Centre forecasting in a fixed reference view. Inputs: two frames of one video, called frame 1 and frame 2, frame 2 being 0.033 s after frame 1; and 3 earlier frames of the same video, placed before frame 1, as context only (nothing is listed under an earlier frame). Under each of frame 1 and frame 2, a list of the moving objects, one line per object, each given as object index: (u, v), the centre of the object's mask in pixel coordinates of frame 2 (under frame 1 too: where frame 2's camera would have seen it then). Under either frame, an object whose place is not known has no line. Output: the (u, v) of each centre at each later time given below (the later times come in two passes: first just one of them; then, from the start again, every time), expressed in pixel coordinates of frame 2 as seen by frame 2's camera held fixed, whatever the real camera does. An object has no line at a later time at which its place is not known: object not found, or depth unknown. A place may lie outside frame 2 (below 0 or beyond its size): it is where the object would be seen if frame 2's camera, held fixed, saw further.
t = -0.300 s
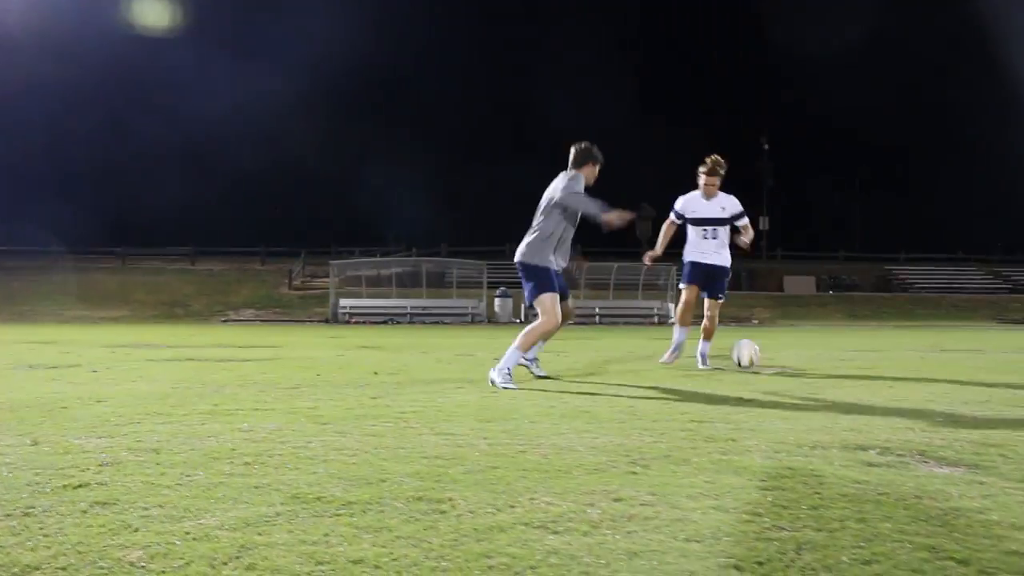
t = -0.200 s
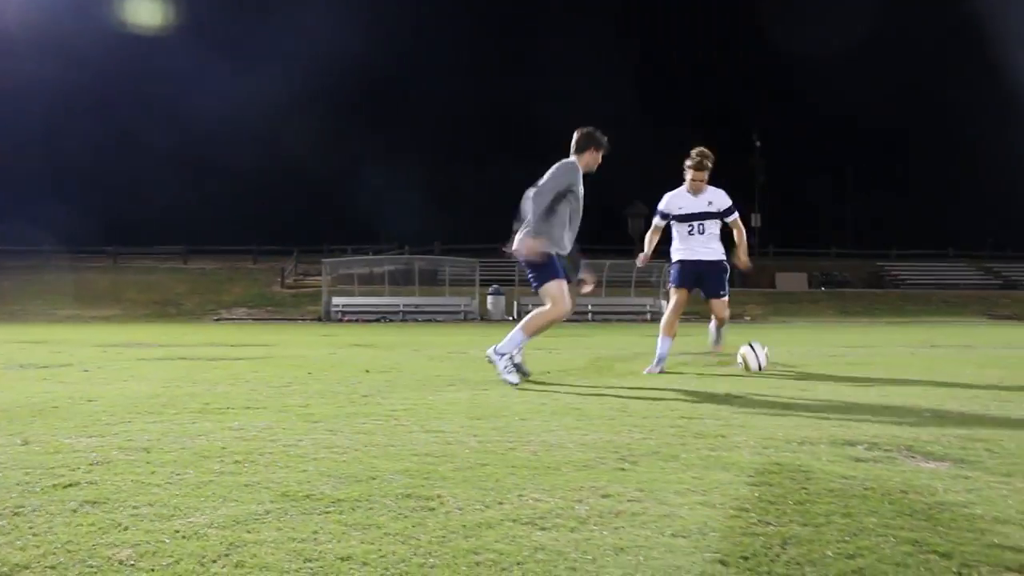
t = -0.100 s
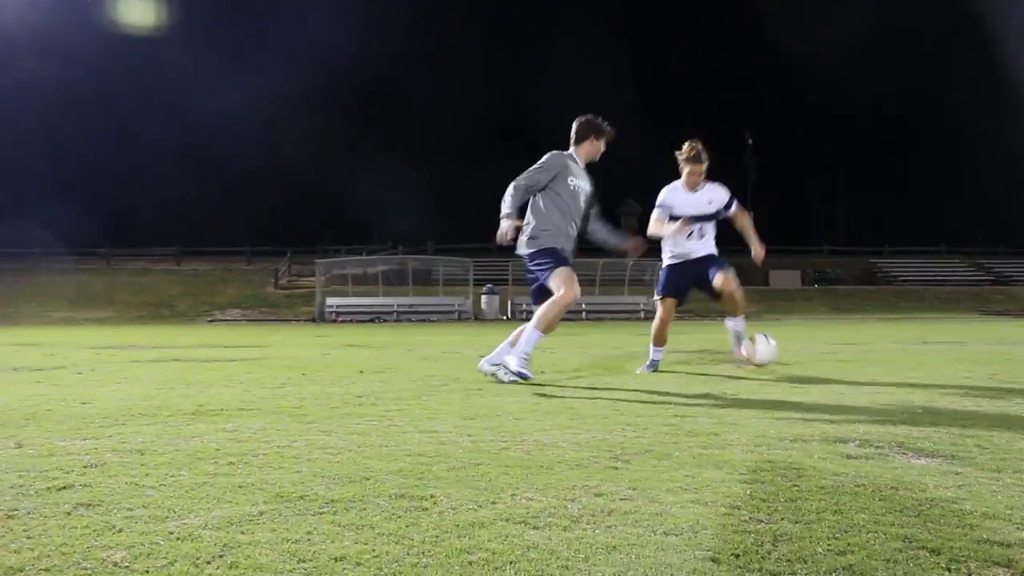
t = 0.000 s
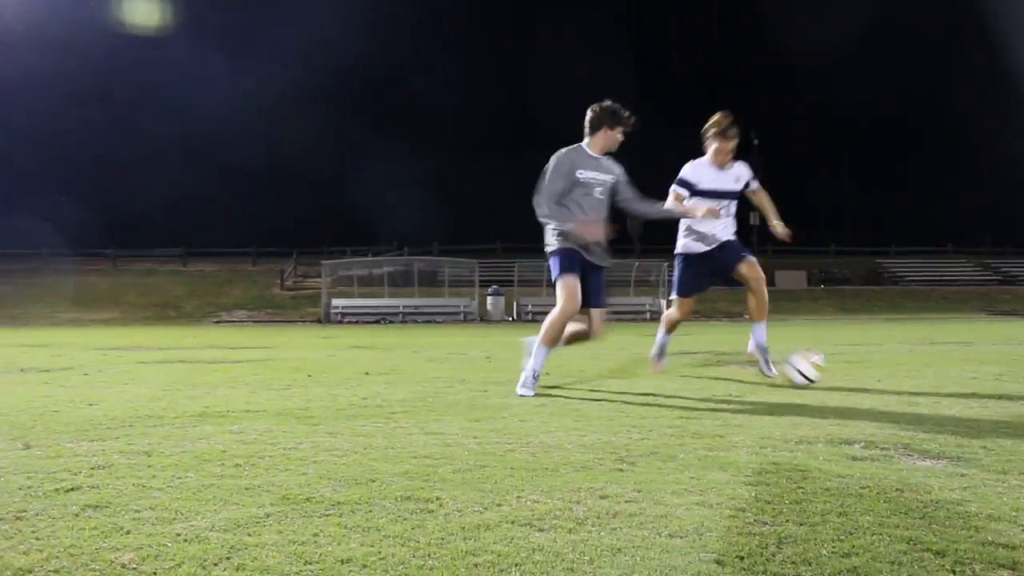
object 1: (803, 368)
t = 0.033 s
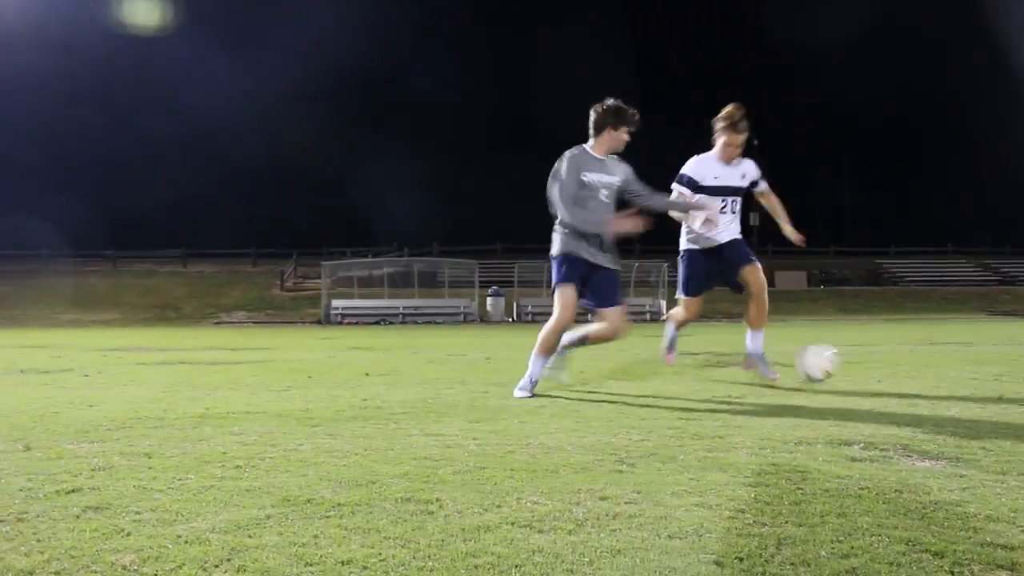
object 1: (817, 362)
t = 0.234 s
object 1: (937, 369)
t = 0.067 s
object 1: (834, 357)
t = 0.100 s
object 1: (850, 355)
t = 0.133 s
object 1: (869, 355)
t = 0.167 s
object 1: (888, 357)
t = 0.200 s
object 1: (910, 360)
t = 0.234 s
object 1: (937, 369)
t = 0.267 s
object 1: (967, 382)
